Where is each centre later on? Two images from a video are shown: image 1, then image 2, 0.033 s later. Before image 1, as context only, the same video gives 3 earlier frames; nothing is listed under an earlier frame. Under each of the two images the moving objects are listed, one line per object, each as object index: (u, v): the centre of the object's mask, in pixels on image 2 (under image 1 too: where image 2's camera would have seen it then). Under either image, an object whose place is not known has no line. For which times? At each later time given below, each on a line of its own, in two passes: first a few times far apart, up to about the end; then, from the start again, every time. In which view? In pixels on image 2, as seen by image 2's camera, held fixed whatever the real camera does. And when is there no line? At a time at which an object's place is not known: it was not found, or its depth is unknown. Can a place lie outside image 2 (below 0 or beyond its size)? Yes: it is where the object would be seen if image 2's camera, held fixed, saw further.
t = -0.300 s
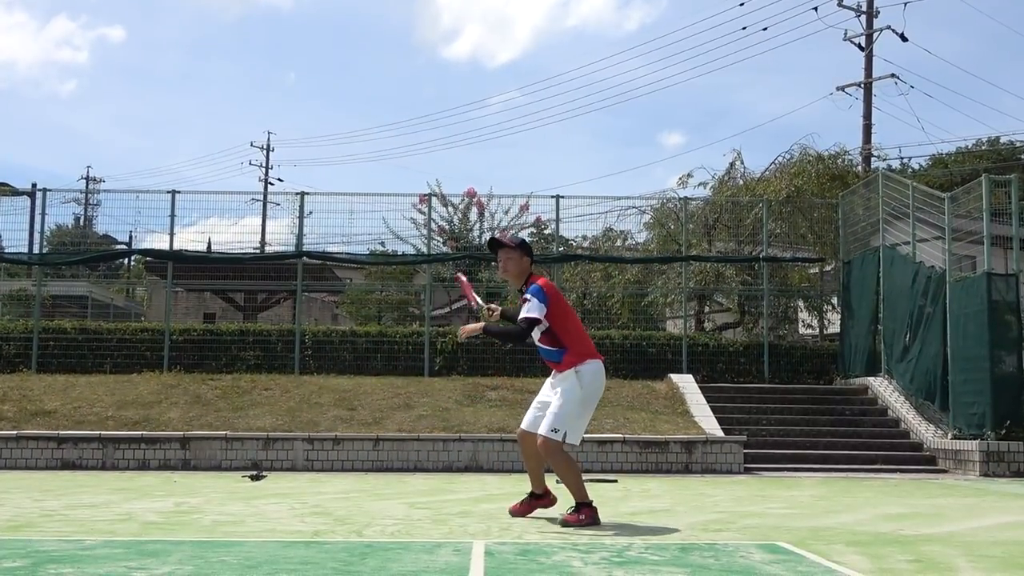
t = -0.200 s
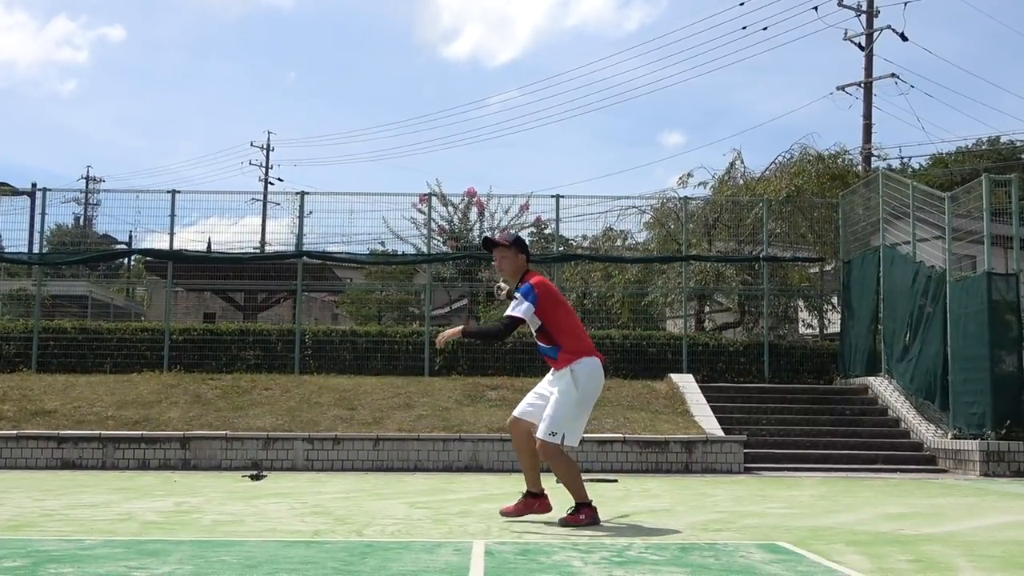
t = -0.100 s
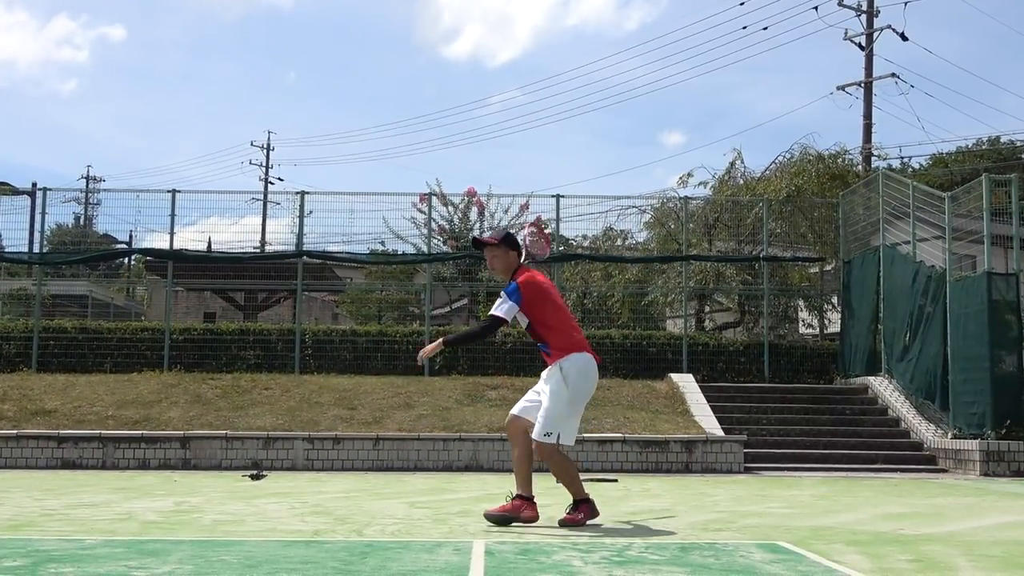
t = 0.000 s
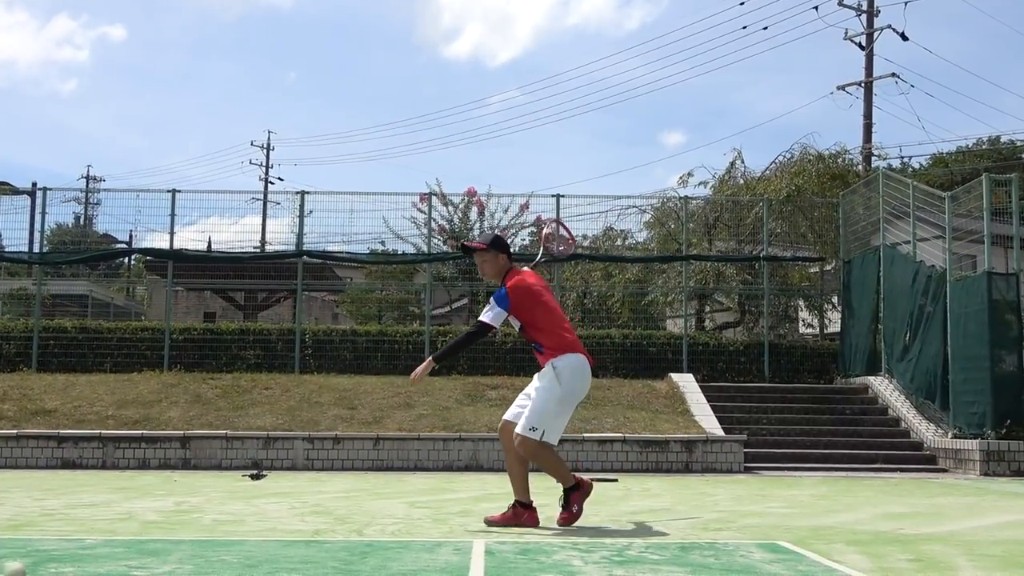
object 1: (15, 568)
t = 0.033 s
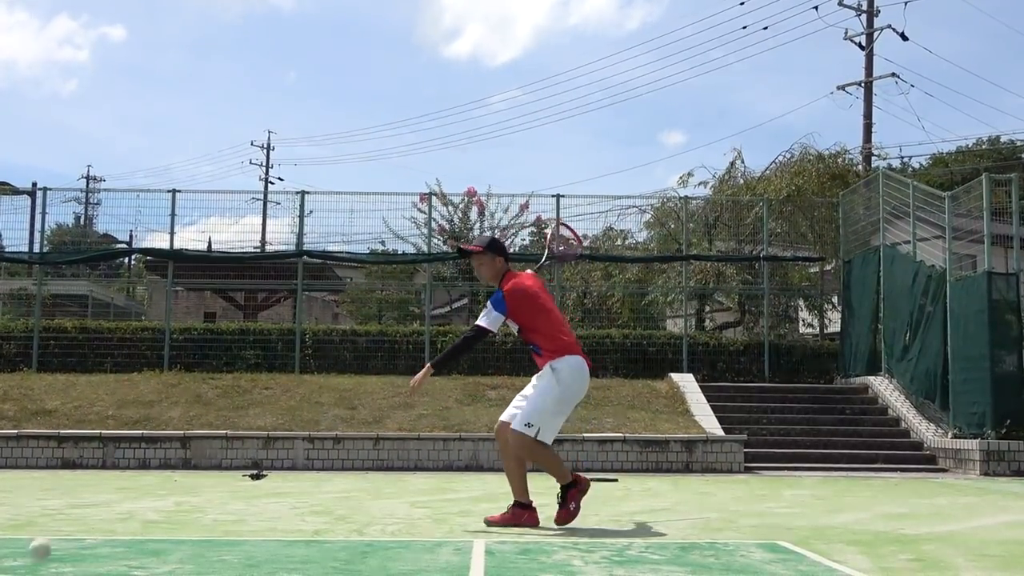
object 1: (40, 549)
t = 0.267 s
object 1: (188, 359)
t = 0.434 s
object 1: (269, 331)
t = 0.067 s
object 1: (65, 510)
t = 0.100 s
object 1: (87, 472)
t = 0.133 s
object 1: (109, 442)
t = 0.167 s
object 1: (130, 415)
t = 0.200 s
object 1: (150, 392)
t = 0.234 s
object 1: (170, 374)
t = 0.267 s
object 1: (188, 359)
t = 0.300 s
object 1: (205, 347)
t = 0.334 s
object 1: (222, 339)
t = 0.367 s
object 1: (239, 333)
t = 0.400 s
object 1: (254, 331)
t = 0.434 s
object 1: (269, 331)
